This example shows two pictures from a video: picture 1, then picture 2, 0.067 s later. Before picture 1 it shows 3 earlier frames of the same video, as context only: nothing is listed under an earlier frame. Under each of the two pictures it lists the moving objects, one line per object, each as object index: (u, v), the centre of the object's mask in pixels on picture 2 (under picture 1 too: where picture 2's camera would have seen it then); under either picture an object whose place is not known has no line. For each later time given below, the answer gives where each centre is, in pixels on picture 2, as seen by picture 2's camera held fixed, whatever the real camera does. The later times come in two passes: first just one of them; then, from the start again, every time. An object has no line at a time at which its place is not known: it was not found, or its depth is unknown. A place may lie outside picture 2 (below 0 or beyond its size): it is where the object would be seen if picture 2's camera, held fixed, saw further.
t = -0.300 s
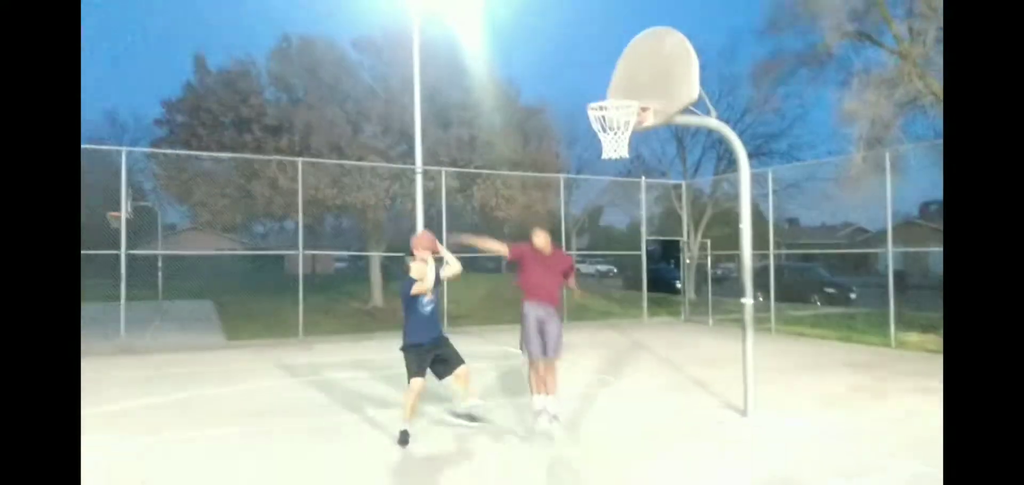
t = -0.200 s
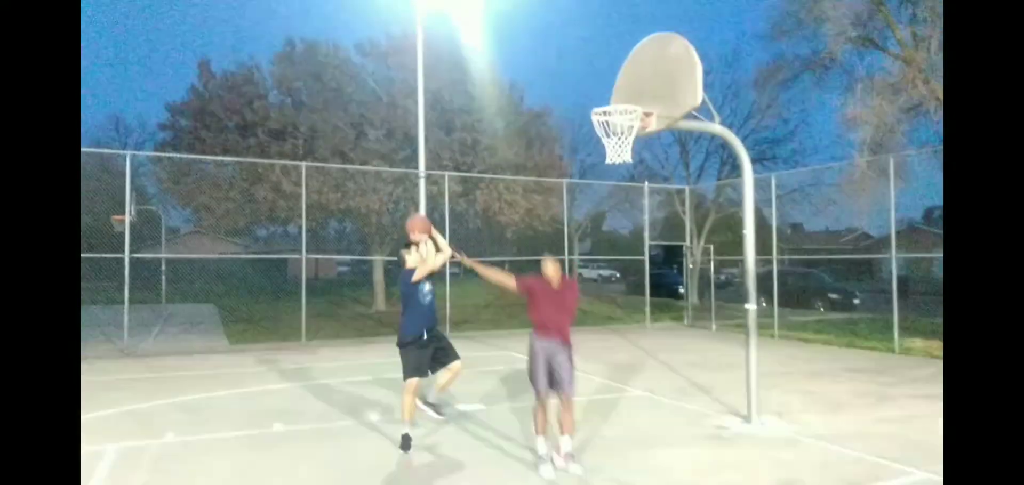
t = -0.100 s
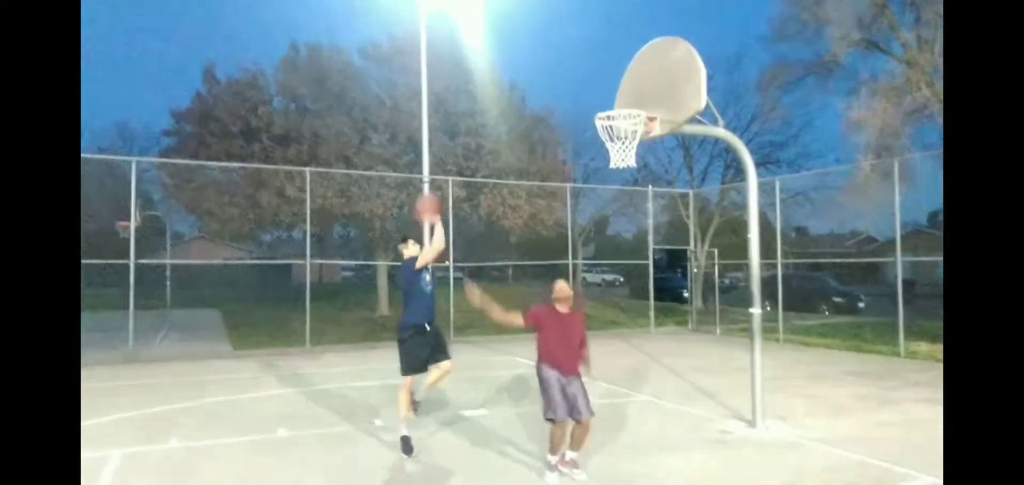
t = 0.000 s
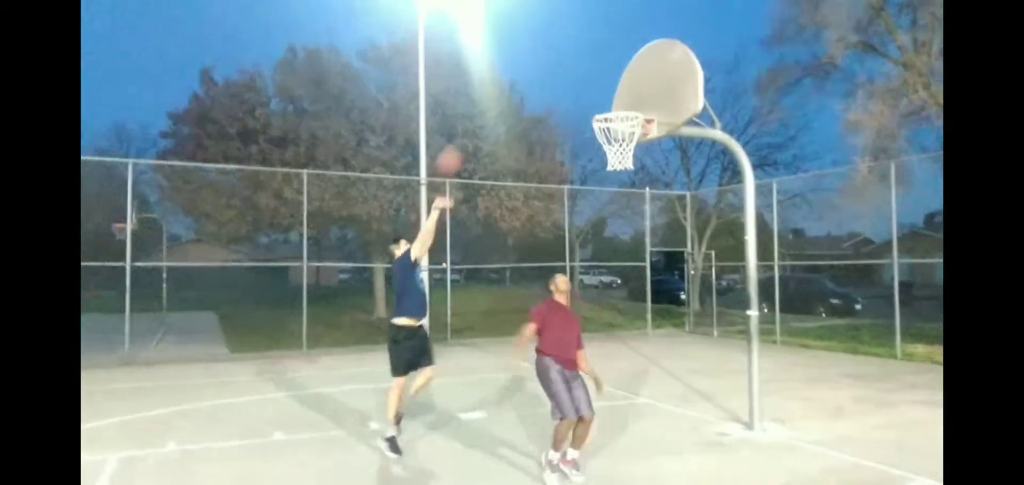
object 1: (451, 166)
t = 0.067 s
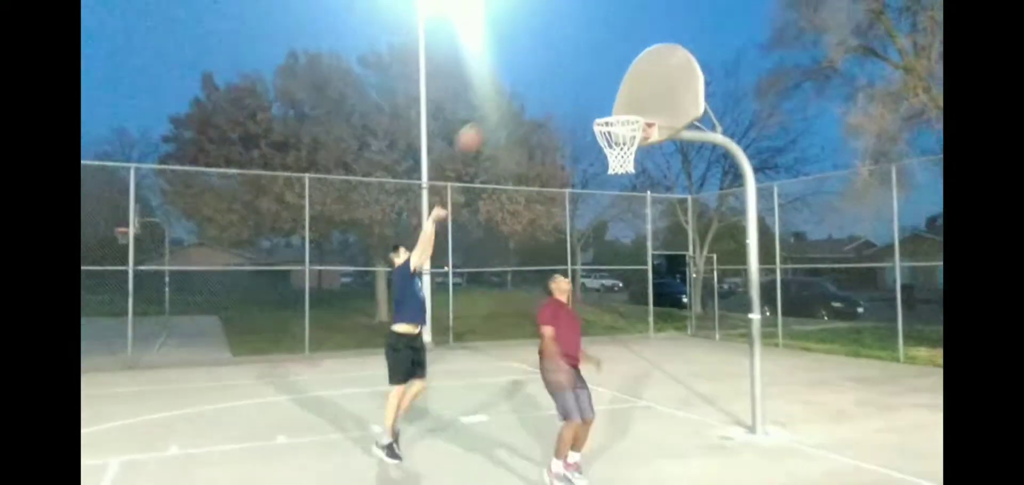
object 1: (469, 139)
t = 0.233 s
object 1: (519, 89)
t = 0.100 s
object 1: (478, 129)
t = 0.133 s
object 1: (489, 116)
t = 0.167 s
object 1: (498, 103)
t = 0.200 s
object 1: (509, 96)
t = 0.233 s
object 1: (519, 89)
